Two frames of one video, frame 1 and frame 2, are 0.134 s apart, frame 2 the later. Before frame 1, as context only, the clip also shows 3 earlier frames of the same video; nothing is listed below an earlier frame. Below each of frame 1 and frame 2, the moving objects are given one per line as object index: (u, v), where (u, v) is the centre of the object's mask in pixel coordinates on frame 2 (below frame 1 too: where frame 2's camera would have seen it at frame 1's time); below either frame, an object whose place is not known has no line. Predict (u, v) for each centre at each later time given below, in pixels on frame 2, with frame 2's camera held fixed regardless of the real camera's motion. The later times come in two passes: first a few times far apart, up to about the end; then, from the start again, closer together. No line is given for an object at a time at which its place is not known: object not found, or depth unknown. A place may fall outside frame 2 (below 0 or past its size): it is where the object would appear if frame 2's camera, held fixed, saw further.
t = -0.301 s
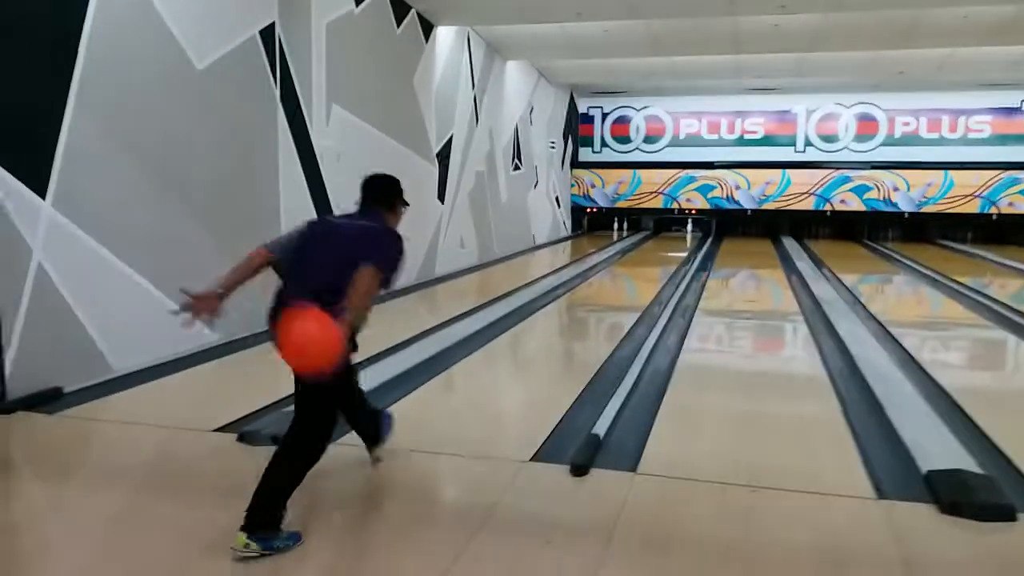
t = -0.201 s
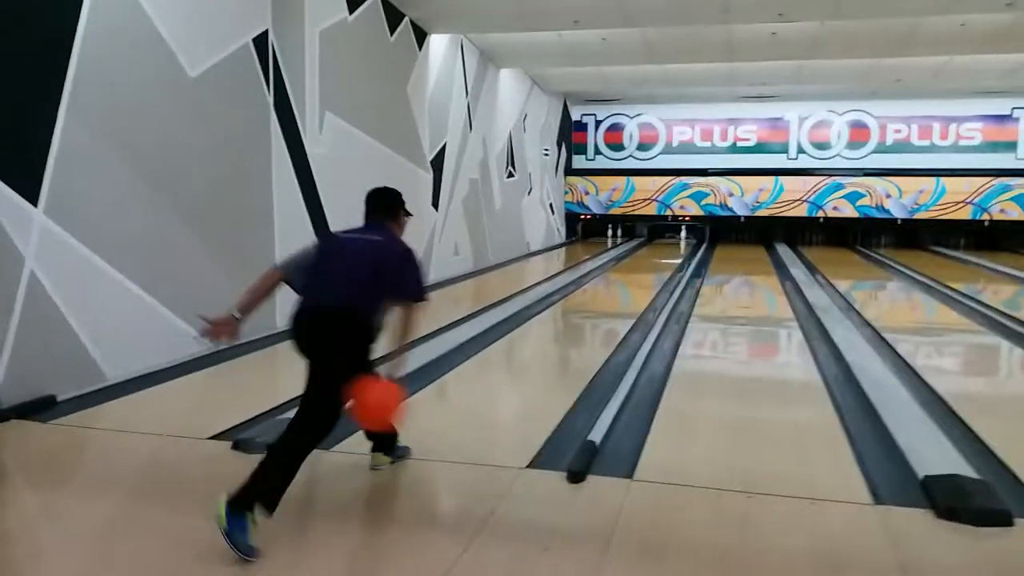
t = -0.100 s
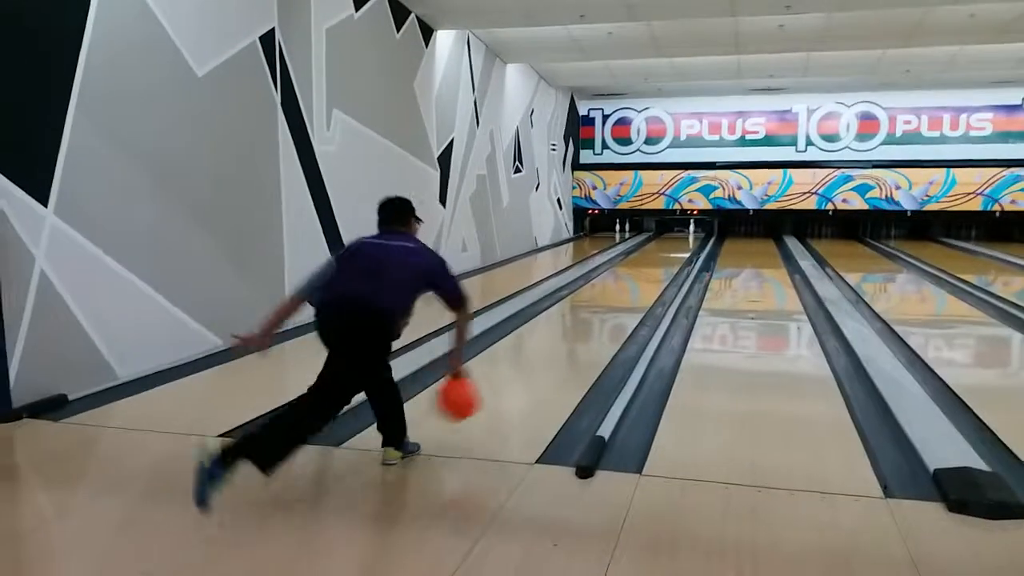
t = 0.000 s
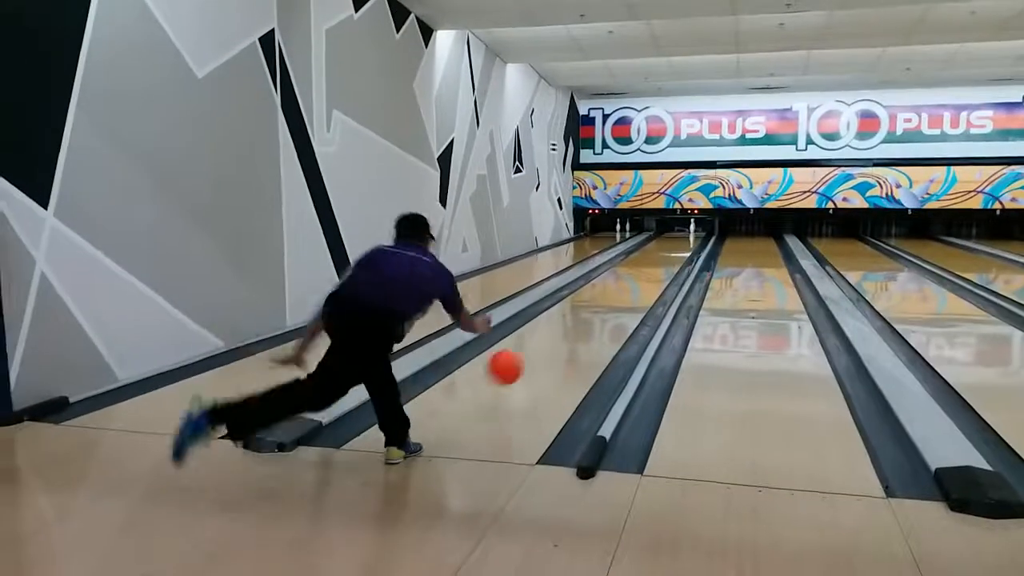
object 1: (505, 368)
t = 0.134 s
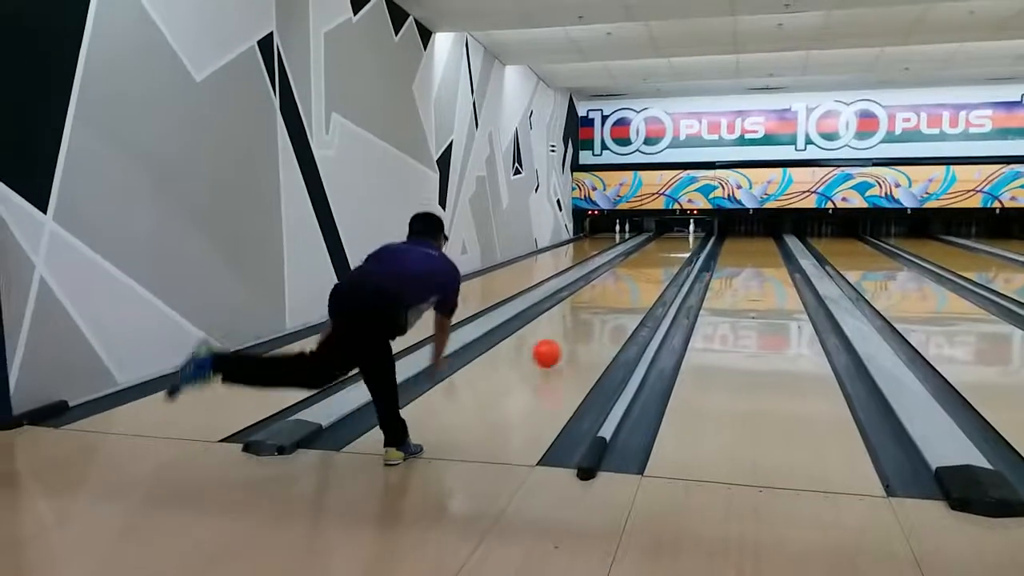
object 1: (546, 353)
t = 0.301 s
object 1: (580, 326)
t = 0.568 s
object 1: (615, 294)
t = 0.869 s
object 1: (639, 271)
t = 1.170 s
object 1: (653, 257)
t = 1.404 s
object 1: (666, 246)
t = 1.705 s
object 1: (675, 237)
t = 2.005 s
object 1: (680, 232)
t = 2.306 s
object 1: (682, 231)
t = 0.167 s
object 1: (554, 350)
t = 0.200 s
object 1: (562, 342)
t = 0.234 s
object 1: (569, 337)
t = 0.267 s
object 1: (575, 331)
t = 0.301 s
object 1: (580, 326)
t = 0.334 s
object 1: (585, 321)
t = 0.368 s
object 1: (590, 317)
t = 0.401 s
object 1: (596, 312)
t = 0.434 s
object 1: (600, 308)
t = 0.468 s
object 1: (604, 304)
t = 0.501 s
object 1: (608, 300)
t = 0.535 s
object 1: (611, 297)
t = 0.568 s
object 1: (615, 294)
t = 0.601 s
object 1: (618, 291)
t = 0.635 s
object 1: (621, 288)
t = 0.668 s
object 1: (624, 285)
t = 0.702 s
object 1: (627, 282)
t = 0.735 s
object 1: (629, 280)
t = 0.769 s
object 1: (632, 278)
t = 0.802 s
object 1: (634, 275)
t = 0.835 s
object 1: (637, 273)
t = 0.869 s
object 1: (639, 271)
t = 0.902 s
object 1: (641, 269)
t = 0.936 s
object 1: (642, 269)
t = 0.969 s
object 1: (644, 267)
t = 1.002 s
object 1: (646, 266)
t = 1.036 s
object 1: (649, 263)
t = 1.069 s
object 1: (650, 260)
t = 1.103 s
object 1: (651, 259)
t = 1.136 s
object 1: (653, 258)
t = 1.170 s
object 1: (653, 257)
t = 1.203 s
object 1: (658, 253)
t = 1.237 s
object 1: (660, 251)
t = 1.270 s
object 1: (660, 249)
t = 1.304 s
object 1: (664, 247)
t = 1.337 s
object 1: (664, 247)
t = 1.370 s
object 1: (665, 247)
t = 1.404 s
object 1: (666, 246)
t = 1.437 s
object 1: (666, 245)
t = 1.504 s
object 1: (667, 244)
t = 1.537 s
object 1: (670, 242)
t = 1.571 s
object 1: (670, 242)
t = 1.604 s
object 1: (671, 241)
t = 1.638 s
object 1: (673, 239)
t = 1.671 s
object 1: (674, 238)
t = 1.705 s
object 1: (675, 237)
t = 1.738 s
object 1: (675, 237)
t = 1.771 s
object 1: (676, 237)
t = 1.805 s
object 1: (676, 236)
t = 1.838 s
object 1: (677, 235)
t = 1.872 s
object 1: (679, 234)
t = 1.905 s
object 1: (679, 234)
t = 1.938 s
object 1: (680, 232)
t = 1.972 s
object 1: (680, 231)
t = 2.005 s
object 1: (680, 232)
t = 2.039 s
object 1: (680, 232)
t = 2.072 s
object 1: (680, 232)
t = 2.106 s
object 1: (681, 231)
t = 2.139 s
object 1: (682, 231)
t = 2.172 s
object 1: (683, 230)
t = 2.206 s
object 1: (682, 229)
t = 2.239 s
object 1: (683, 229)
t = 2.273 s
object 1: (682, 231)
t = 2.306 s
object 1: (682, 231)
